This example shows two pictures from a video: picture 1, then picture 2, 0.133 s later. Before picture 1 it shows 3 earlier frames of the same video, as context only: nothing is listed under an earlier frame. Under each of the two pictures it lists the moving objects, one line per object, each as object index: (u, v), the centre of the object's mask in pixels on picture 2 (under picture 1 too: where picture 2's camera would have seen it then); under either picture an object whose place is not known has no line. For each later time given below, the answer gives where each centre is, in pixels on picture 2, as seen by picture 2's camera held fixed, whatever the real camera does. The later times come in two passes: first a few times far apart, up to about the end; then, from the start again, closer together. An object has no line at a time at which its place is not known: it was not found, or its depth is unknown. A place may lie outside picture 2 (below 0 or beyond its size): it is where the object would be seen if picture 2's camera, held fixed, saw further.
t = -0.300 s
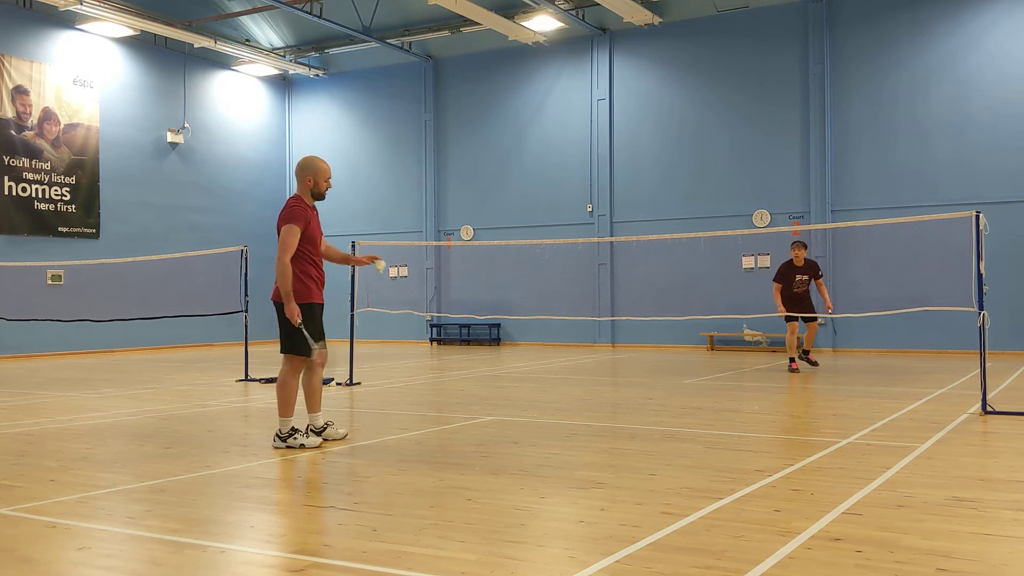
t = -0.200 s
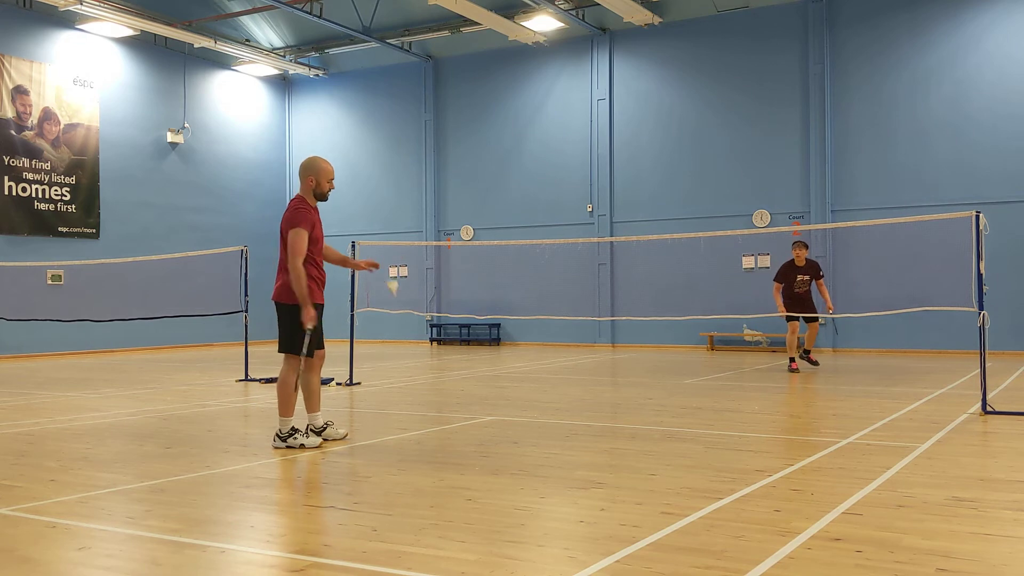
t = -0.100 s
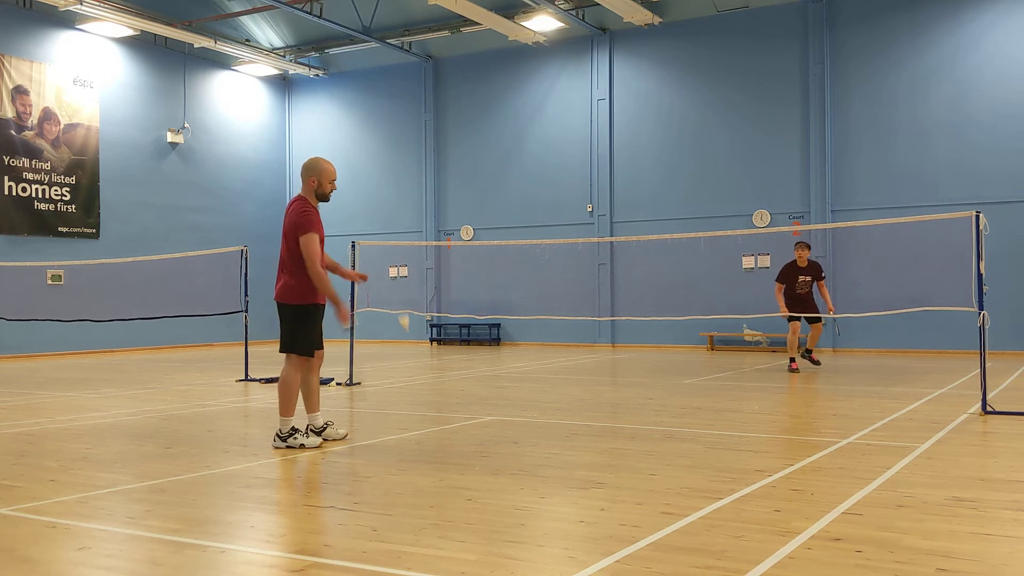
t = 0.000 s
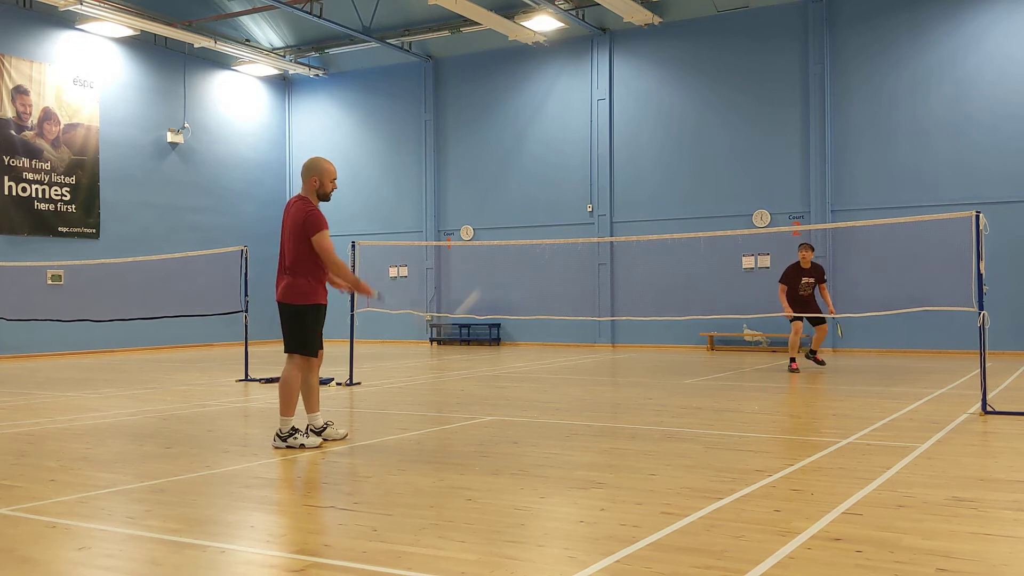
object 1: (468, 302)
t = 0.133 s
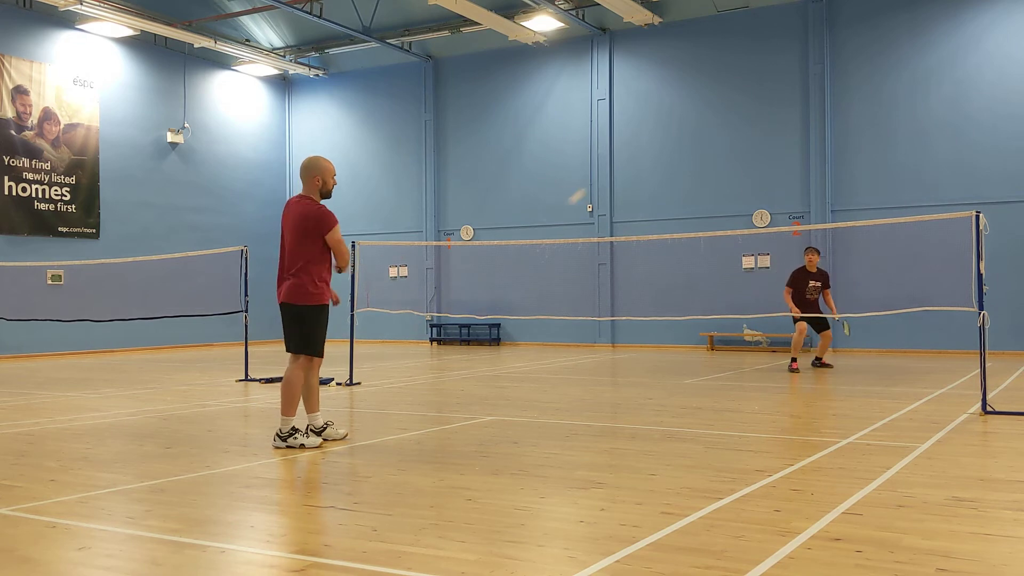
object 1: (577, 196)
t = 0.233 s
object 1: (630, 158)
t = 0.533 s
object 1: (729, 141)
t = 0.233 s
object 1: (630, 158)
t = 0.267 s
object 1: (645, 150)
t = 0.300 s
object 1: (658, 144)
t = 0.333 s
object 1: (670, 140)
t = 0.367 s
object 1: (682, 136)
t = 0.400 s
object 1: (692, 135)
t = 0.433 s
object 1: (702, 135)
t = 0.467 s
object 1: (711, 136)
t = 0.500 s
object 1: (720, 138)
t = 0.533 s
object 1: (729, 141)
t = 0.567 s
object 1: (737, 145)
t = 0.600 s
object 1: (744, 150)
